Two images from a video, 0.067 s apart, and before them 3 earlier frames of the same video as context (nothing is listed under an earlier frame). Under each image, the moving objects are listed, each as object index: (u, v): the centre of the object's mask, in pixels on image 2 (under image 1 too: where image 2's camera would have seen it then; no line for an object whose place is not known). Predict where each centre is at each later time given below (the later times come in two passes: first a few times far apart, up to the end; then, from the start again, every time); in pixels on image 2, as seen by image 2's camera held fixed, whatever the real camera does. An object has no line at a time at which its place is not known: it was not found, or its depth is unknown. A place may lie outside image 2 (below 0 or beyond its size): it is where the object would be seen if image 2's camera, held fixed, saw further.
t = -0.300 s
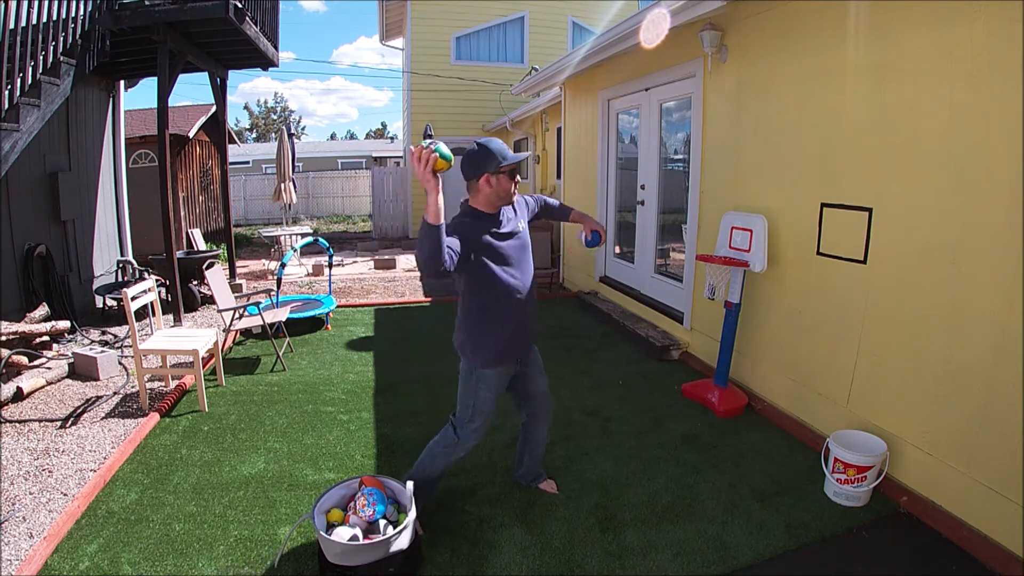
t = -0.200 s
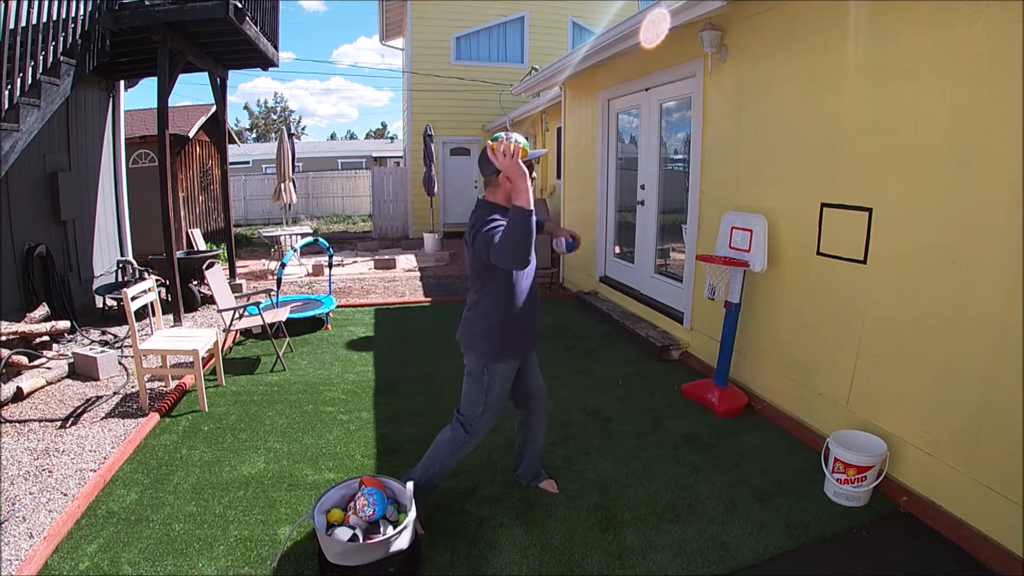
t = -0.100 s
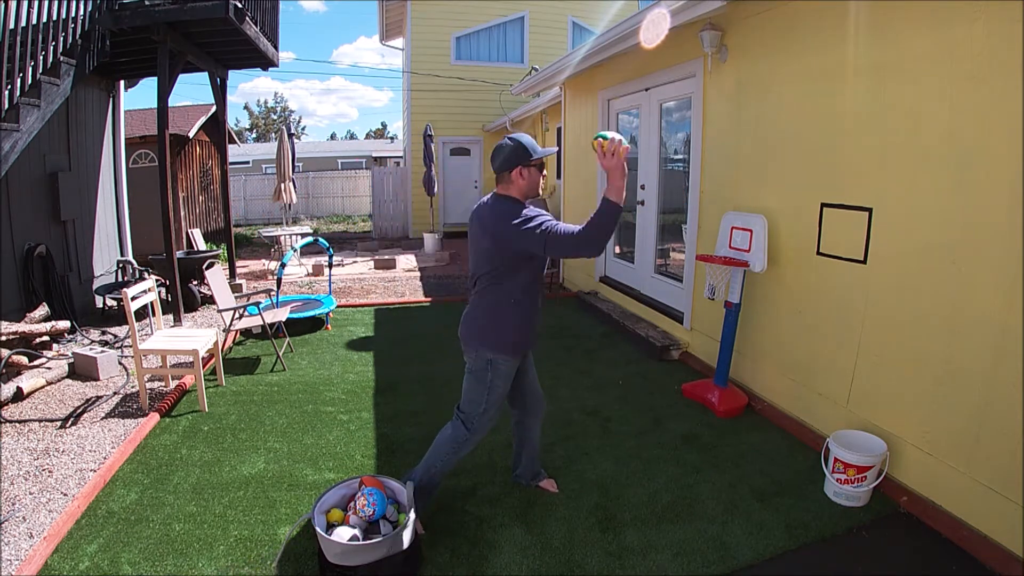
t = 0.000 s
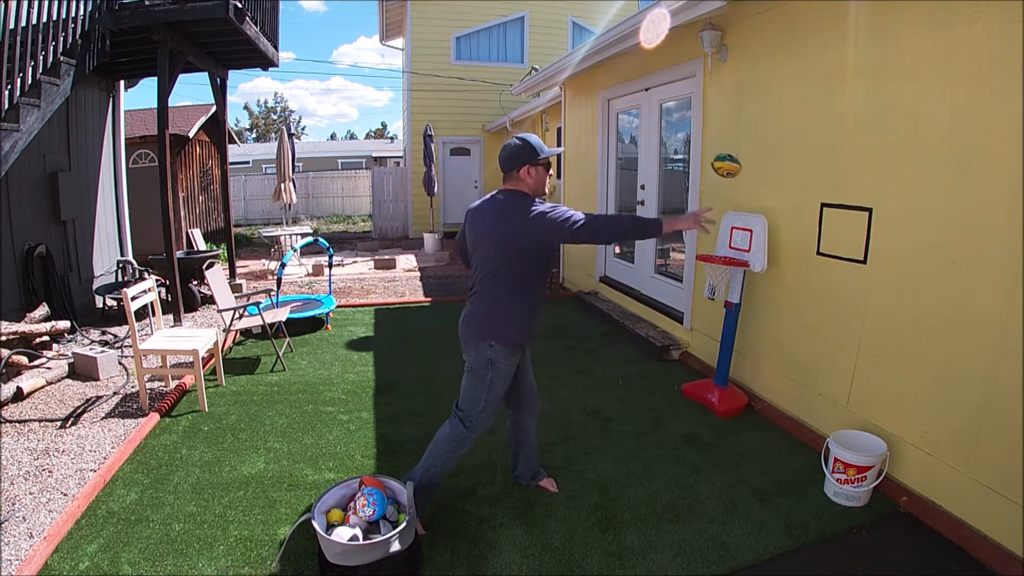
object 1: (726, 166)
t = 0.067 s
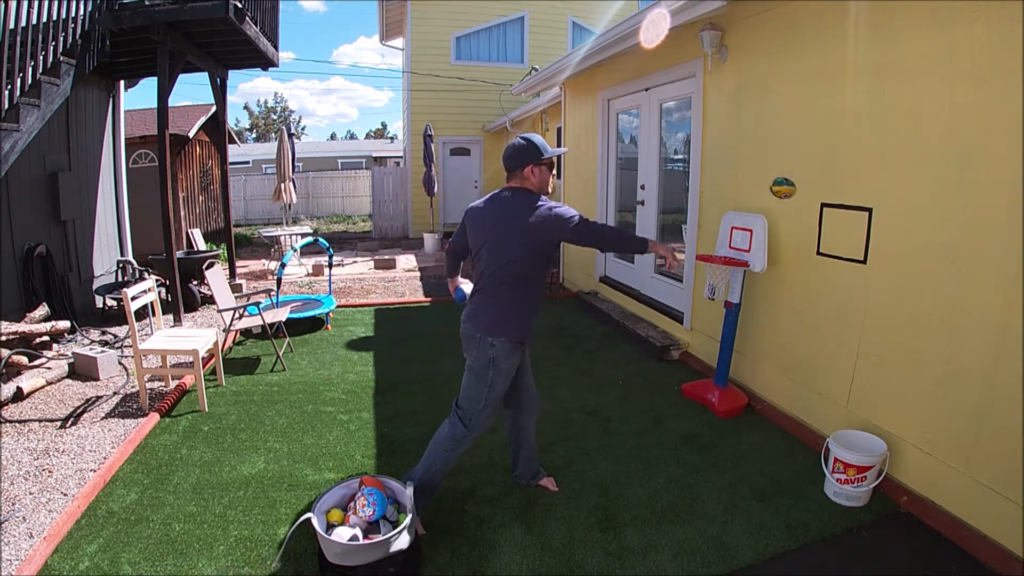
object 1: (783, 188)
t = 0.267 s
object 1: (812, 269)
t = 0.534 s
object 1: (702, 414)
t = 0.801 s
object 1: (711, 380)
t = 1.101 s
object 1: (714, 424)
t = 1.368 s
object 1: (726, 434)
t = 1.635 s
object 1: (739, 440)
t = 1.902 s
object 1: (740, 442)
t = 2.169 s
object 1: (740, 441)
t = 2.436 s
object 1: (740, 441)
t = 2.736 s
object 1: (740, 441)
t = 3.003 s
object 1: (740, 441)
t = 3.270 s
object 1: (740, 441)
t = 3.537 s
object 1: (740, 441)
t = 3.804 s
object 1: (740, 442)
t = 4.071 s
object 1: (740, 441)
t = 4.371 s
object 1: (740, 442)
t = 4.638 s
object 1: (740, 442)
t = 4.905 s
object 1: (740, 441)
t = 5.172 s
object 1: (740, 442)
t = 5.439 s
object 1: (740, 442)
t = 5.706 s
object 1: (740, 442)
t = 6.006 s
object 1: (740, 442)
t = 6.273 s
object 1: (740, 442)
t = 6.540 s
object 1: (740, 442)
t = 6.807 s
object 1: (740, 442)
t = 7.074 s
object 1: (740, 442)
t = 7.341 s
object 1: (740, 442)
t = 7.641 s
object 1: (740, 441)
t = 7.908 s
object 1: (740, 441)
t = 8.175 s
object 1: (740, 442)
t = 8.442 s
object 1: (740, 442)
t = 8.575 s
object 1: (740, 442)
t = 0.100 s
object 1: (806, 201)
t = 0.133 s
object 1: (827, 215)
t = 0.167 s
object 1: (845, 229)
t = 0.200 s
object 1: (840, 242)
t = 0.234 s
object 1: (826, 254)
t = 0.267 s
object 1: (812, 269)
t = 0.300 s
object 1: (797, 286)
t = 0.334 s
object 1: (783, 304)
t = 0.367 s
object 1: (767, 324)
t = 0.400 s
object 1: (753, 343)
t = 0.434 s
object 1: (739, 365)
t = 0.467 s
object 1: (724, 386)
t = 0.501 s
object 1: (709, 408)
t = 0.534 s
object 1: (702, 414)
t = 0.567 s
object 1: (705, 405)
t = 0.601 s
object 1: (706, 396)
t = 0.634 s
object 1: (707, 390)
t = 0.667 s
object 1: (708, 385)
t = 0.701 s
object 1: (709, 381)
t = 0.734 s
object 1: (711, 379)
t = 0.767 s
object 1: (711, 378)
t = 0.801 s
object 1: (711, 380)
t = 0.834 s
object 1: (711, 382)
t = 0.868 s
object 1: (711, 387)
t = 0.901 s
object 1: (710, 394)
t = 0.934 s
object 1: (710, 402)
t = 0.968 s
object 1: (709, 411)
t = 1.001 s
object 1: (708, 423)
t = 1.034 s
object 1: (709, 427)
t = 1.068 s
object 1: (711, 425)
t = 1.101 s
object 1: (714, 424)
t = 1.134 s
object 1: (716, 424)
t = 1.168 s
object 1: (718, 427)
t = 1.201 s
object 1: (719, 430)
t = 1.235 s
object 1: (721, 433)
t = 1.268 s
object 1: (723, 432)
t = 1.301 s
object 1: (724, 432)
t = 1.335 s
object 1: (725, 433)
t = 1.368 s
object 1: (726, 434)
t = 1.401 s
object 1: (728, 435)
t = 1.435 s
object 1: (730, 436)
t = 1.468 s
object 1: (731, 437)
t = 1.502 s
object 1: (732, 438)
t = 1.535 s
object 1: (734, 439)
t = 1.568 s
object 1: (736, 440)
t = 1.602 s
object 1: (738, 440)
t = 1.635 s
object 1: (739, 440)
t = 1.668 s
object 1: (740, 440)
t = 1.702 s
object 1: (741, 441)
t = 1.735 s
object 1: (741, 441)
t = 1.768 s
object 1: (741, 441)
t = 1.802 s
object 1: (741, 442)
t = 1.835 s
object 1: (740, 442)
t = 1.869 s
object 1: (740, 442)
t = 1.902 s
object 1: (740, 442)
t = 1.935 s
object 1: (740, 442)
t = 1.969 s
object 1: (740, 442)
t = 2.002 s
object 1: (740, 442)
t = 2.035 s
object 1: (740, 442)
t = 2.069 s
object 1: (740, 441)
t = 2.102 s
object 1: (740, 441)
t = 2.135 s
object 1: (740, 441)
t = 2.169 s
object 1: (740, 441)
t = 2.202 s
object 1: (740, 442)
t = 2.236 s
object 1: (740, 442)
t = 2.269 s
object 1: (740, 441)
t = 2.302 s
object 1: (740, 441)
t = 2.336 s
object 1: (740, 441)
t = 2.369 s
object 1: (740, 441)
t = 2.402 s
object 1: (740, 441)
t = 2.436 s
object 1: (740, 441)
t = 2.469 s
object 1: (740, 441)
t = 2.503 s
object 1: (740, 441)
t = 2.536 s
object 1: (740, 441)
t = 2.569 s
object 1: (740, 441)
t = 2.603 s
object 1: (740, 441)
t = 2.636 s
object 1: (740, 441)
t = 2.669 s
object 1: (740, 441)
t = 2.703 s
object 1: (740, 442)
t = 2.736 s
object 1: (740, 441)
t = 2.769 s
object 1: (740, 441)
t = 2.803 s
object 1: (740, 441)
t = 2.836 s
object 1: (740, 441)
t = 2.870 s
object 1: (740, 441)
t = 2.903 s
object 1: (740, 441)
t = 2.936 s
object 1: (740, 442)
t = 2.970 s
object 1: (740, 442)
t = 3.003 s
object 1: (740, 441)
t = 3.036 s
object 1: (740, 441)
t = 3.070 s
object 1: (740, 441)
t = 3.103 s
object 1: (740, 441)
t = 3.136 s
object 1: (740, 441)
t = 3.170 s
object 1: (740, 441)
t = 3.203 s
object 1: (740, 442)
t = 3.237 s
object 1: (740, 441)
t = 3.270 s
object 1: (740, 441)
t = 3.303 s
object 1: (740, 442)
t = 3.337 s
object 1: (740, 441)
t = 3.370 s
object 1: (740, 441)
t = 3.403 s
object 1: (740, 441)
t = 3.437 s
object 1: (740, 441)
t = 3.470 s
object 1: (740, 441)
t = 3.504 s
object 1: (740, 441)
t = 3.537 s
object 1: (740, 441)
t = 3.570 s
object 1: (740, 442)
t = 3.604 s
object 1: (740, 442)
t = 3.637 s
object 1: (740, 442)
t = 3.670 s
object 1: (740, 441)
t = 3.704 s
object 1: (740, 441)
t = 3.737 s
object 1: (740, 442)
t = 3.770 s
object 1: (740, 442)
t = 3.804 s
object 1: (740, 442)
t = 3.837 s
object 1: (740, 441)
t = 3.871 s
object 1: (740, 442)
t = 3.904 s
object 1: (740, 442)
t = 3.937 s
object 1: (740, 441)
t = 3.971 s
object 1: (740, 441)
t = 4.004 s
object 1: (740, 441)
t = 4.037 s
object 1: (740, 441)
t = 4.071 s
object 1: (740, 441)
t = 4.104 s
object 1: (740, 442)
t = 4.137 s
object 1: (740, 441)
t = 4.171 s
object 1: (740, 441)
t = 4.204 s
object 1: (740, 442)
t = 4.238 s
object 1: (740, 441)
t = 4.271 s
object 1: (740, 441)
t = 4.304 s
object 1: (740, 441)
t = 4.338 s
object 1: (740, 442)
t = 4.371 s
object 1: (740, 442)
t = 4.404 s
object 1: (740, 442)
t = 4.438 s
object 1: (740, 441)
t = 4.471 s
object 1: (740, 441)
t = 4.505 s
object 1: (740, 442)
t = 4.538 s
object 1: (740, 442)
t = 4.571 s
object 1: (740, 442)
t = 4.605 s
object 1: (740, 442)
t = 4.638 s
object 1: (740, 442)
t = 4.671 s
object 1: (740, 442)
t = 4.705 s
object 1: (740, 442)
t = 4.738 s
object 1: (740, 442)
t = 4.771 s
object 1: (740, 442)
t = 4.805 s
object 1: (740, 442)
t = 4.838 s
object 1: (740, 441)
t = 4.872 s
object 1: (740, 441)
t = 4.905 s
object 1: (740, 441)
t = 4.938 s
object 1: (740, 442)
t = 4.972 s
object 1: (740, 442)
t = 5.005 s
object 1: (740, 442)
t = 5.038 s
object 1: (740, 442)
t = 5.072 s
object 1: (740, 441)
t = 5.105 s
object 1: (740, 442)
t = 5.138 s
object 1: (740, 442)
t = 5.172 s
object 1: (740, 442)
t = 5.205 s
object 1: (740, 441)
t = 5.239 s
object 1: (740, 442)
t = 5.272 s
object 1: (740, 442)
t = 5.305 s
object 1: (740, 442)
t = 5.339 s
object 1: (740, 442)
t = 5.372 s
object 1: (740, 442)
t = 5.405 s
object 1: (740, 442)
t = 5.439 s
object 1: (740, 442)
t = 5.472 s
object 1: (740, 442)
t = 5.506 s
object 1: (740, 442)
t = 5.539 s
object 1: (740, 442)
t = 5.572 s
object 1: (740, 442)
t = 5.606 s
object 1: (740, 442)
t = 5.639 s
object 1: (740, 442)
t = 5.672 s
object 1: (740, 442)
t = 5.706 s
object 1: (740, 442)
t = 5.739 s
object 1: (740, 442)
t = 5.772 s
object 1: (740, 442)
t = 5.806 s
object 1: (740, 442)
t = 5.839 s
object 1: (740, 442)
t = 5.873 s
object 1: (740, 442)
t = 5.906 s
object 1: (740, 442)
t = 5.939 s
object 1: (740, 442)
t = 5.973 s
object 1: (740, 442)
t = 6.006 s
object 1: (740, 442)
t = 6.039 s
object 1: (740, 442)
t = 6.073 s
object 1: (740, 442)
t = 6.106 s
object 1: (740, 442)
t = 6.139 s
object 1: (740, 442)
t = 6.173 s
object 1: (740, 442)
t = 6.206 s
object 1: (740, 442)
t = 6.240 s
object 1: (740, 442)
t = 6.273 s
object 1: (740, 442)
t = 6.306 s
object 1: (740, 442)
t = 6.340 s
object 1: (740, 442)
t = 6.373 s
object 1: (740, 442)
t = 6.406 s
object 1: (740, 442)
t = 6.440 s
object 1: (740, 442)
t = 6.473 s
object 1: (740, 442)
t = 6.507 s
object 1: (740, 442)
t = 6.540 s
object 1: (740, 442)
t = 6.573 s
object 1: (740, 442)
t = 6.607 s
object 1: (740, 442)
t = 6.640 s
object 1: (740, 442)
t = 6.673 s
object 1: (740, 442)
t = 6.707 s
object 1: (740, 442)
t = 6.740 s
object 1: (740, 442)
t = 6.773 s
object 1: (740, 442)
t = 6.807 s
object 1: (740, 442)
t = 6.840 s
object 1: (740, 442)
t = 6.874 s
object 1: (740, 442)
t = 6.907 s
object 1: (740, 442)
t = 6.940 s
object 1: (740, 442)
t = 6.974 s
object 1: (740, 442)
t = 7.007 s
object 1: (740, 442)
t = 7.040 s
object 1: (740, 442)
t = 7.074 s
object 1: (740, 442)
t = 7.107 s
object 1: (740, 442)
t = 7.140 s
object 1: (740, 442)
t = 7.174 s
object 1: (740, 442)
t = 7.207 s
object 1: (740, 442)
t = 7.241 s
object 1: (740, 442)
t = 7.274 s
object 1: (740, 442)
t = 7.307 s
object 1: (740, 442)
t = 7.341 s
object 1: (740, 442)
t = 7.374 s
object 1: (740, 442)
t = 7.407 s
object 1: (740, 442)
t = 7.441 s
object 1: (740, 442)
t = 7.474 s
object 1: (740, 442)
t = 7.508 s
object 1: (740, 442)
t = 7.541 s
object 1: (740, 442)
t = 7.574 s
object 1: (740, 442)
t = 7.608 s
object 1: (740, 441)
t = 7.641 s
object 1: (740, 441)
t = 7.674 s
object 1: (740, 442)
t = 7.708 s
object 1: (740, 441)
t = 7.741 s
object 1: (740, 441)
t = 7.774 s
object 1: (740, 441)
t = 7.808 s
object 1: (740, 441)
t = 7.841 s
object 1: (740, 441)
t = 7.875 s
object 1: (740, 441)
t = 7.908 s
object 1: (740, 441)
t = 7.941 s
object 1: (740, 441)
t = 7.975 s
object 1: (740, 441)
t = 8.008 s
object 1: (740, 442)
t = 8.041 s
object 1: (740, 442)
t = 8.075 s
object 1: (740, 442)
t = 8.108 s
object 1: (740, 442)
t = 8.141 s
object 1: (740, 442)
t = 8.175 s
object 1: (740, 442)
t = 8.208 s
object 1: (740, 442)
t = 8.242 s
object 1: (740, 442)
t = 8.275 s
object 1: (740, 442)
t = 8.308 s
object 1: (740, 442)
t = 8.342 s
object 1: (740, 442)
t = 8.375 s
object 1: (740, 442)
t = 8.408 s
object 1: (740, 442)
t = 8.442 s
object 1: (740, 442)
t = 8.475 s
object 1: (740, 442)
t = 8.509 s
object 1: (740, 442)
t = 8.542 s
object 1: (740, 442)
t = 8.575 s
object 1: (740, 442)
